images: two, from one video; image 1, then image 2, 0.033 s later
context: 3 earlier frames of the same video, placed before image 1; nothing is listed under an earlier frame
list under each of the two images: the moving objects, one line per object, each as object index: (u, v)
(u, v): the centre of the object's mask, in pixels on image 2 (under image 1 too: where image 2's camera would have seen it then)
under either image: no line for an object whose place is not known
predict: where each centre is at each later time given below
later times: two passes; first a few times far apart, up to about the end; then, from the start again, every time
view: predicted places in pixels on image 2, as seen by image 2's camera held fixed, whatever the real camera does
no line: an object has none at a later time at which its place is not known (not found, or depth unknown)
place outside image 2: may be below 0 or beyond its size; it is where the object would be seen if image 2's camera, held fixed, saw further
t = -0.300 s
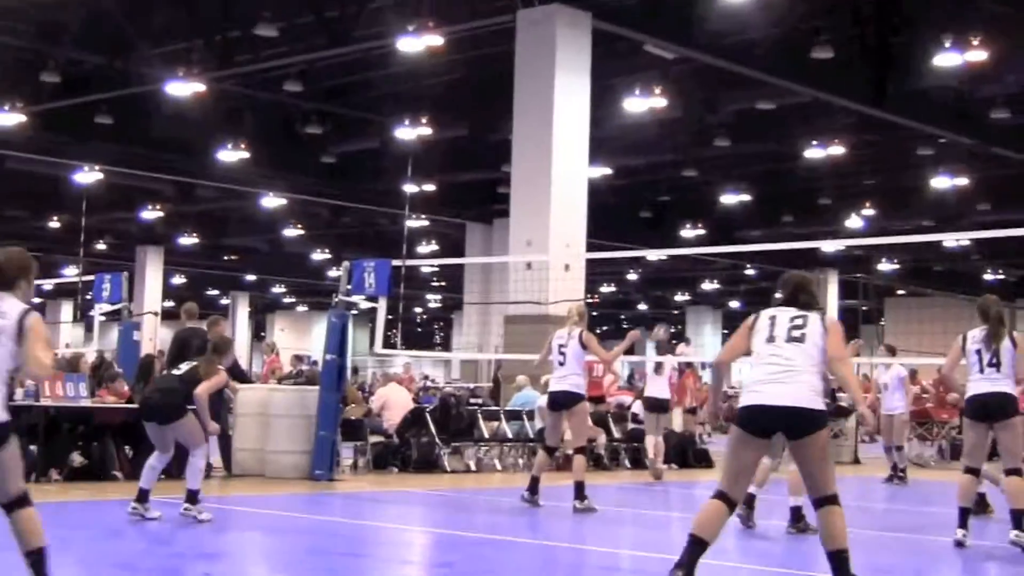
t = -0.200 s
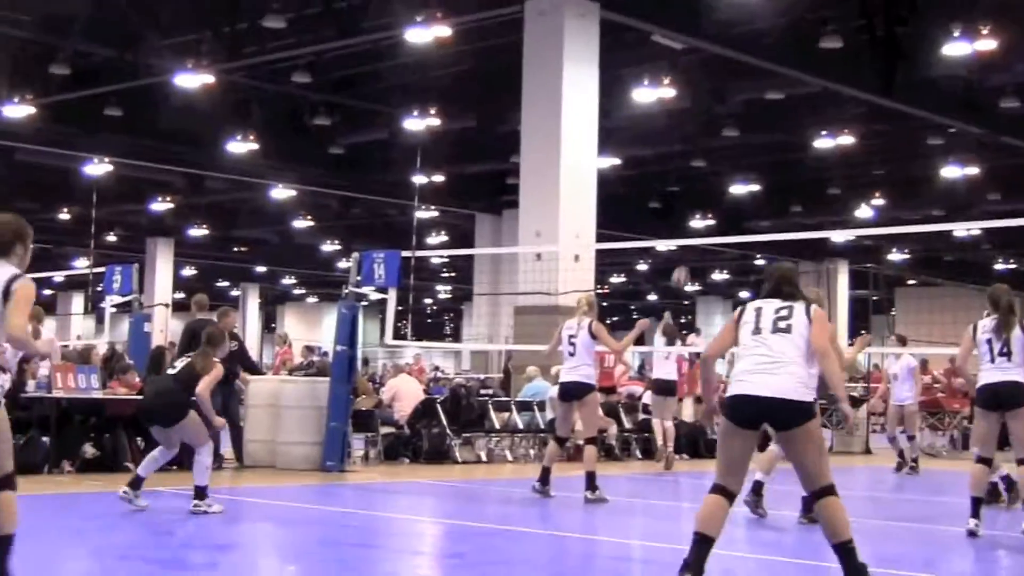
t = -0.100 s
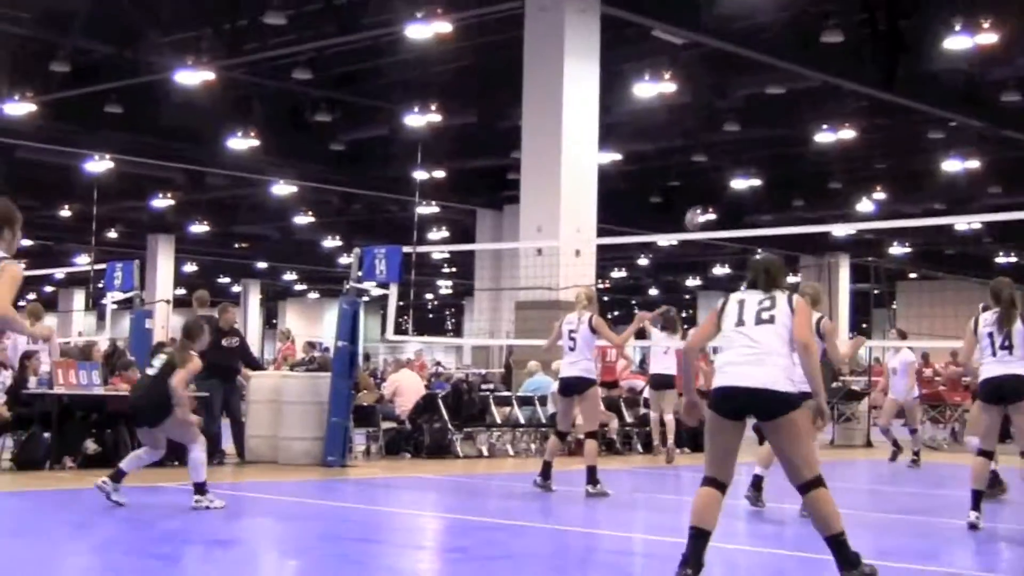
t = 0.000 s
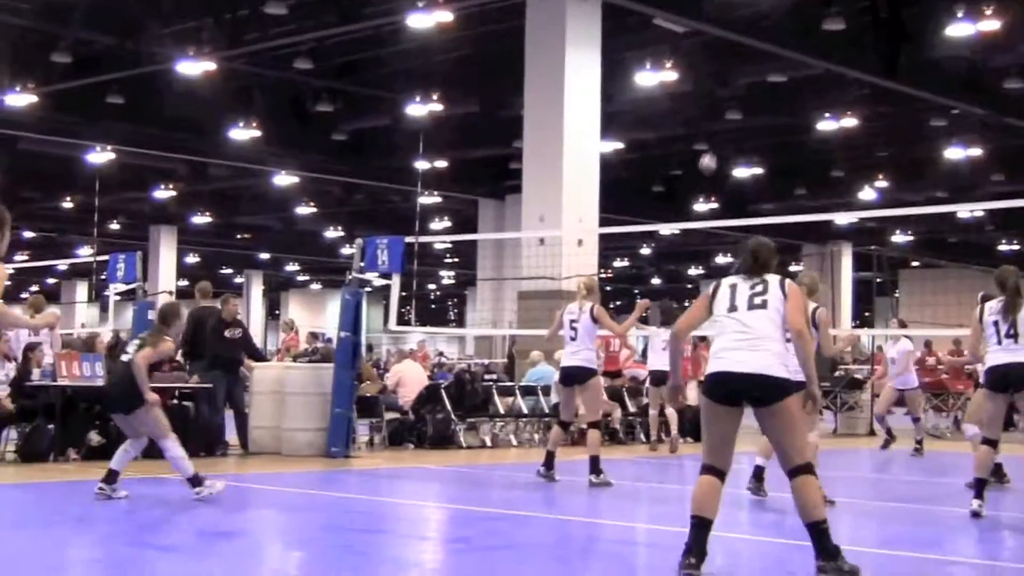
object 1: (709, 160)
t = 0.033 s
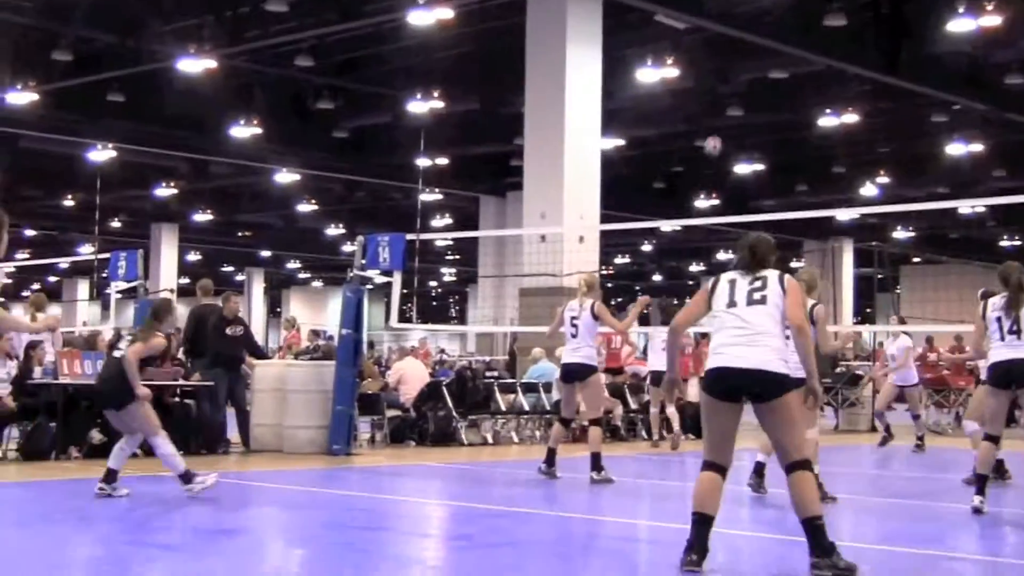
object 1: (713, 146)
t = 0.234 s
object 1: (738, 84)
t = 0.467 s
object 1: (767, 51)
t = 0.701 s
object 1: (798, 62)
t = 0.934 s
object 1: (824, 116)
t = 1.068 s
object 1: (843, 173)
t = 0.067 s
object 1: (716, 134)
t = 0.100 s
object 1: (721, 122)
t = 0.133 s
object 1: (725, 111)
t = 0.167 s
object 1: (729, 101)
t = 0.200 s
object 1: (733, 92)
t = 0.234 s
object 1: (738, 84)
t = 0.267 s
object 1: (743, 76)
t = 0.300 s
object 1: (746, 69)
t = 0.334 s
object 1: (749, 63)
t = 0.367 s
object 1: (753, 59)
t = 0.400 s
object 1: (758, 56)
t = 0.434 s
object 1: (764, 53)
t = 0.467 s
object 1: (767, 51)
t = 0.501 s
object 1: (772, 49)
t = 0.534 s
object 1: (776, 49)
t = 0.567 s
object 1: (780, 49)
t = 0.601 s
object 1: (785, 51)
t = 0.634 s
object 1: (790, 54)
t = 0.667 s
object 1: (794, 57)
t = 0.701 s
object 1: (798, 62)
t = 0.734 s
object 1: (802, 67)
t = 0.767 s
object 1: (805, 72)
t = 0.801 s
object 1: (809, 79)
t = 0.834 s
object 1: (814, 88)
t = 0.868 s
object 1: (818, 97)
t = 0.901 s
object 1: (821, 106)
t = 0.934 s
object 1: (824, 116)
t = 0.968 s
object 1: (831, 132)
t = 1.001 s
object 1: (835, 144)
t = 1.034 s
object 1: (839, 159)
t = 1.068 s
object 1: (843, 173)
